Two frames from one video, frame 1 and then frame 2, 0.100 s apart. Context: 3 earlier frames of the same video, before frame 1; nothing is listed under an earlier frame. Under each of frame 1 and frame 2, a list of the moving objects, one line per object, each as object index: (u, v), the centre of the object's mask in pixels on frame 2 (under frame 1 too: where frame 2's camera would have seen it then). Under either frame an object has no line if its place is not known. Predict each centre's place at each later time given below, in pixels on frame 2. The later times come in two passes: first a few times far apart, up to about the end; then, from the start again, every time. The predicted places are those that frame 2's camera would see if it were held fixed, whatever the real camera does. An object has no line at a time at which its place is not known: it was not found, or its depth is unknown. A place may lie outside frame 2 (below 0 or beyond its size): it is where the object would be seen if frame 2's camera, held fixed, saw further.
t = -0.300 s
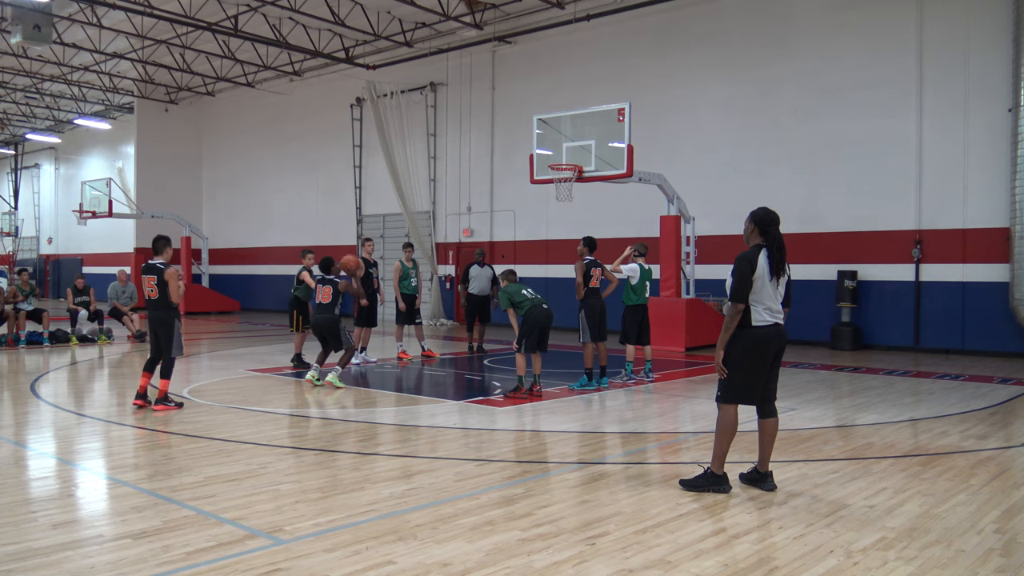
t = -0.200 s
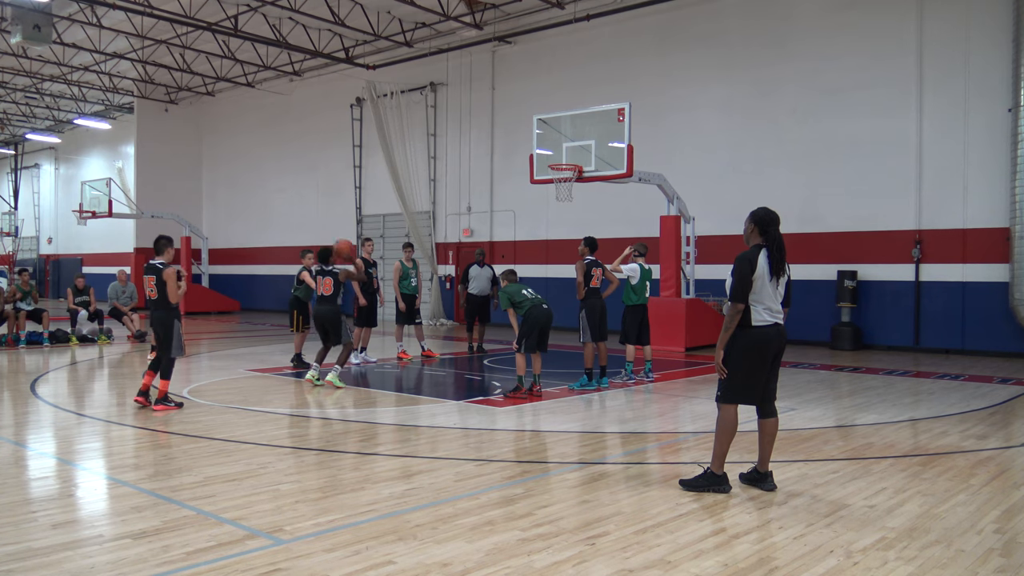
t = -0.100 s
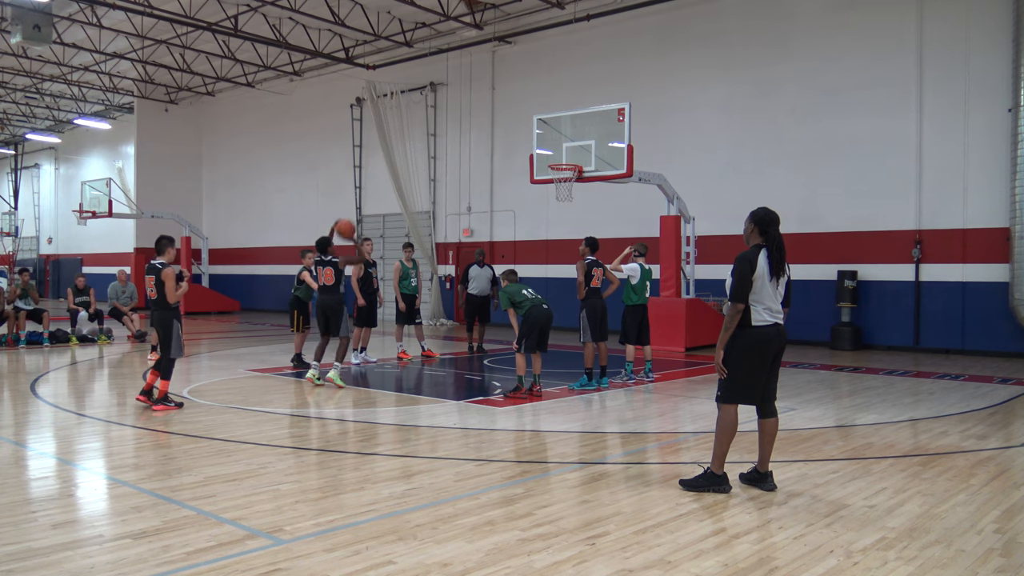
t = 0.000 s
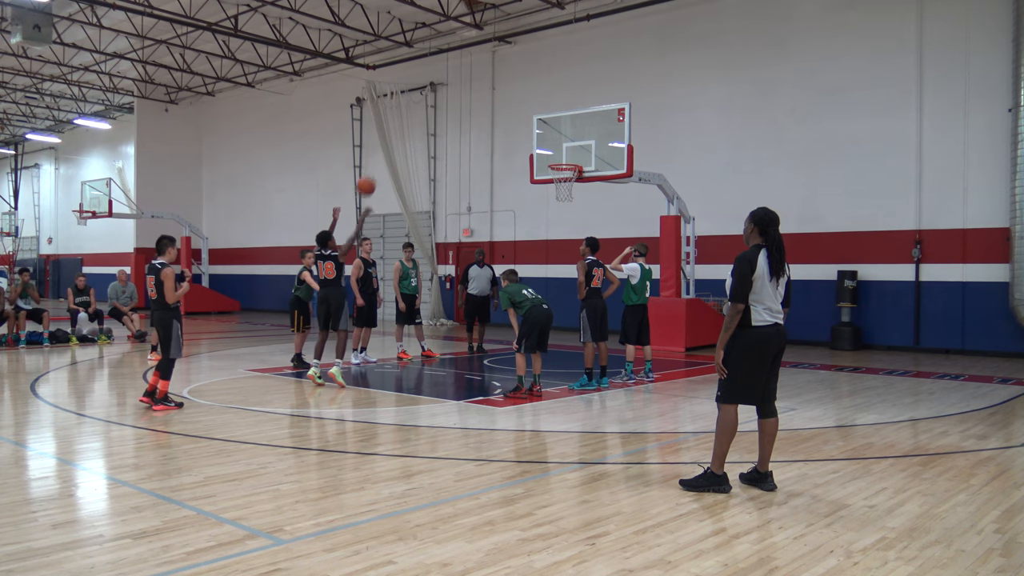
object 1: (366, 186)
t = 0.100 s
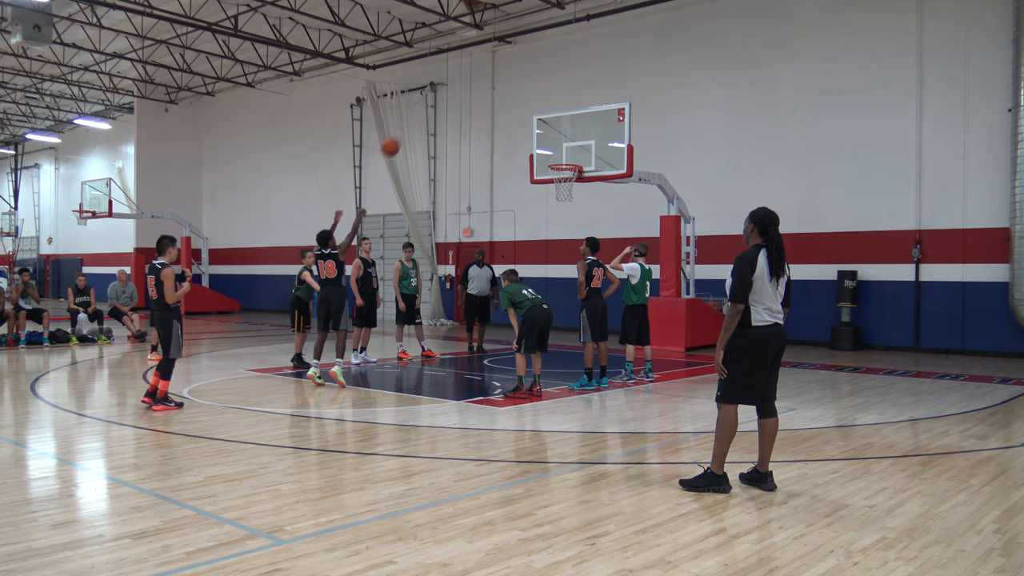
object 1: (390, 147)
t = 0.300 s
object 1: (435, 94)
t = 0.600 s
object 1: (495, 78)
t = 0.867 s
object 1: (541, 113)
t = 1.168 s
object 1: (560, 175)
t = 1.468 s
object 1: (586, 233)
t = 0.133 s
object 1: (398, 136)
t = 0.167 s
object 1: (406, 125)
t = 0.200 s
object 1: (413, 116)
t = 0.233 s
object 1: (421, 108)
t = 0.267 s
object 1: (428, 101)
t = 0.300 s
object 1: (435, 94)
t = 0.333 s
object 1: (442, 89)
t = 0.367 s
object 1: (449, 85)
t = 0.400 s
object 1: (456, 81)
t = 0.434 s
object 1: (463, 79)
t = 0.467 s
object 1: (469, 77)
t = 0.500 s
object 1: (476, 76)
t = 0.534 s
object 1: (482, 76)
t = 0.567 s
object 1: (488, 76)
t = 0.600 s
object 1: (495, 78)
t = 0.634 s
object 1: (501, 80)
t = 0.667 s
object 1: (507, 82)
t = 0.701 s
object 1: (513, 86)
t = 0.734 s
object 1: (518, 90)
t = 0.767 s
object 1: (524, 95)
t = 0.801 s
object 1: (530, 101)
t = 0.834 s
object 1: (535, 107)
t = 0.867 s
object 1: (541, 113)
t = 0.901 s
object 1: (546, 121)
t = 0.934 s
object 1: (551, 129)
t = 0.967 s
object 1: (556, 138)
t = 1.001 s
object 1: (561, 147)
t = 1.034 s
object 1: (567, 157)
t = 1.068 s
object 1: (569, 162)
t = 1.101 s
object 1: (561, 167)
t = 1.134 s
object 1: (556, 170)
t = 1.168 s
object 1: (560, 175)
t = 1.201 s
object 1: (564, 181)
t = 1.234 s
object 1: (569, 187)
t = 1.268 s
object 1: (572, 193)
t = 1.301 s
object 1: (574, 198)
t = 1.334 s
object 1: (576, 204)
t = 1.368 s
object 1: (579, 210)
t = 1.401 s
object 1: (581, 217)
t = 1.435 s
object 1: (583, 225)
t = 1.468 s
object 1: (586, 233)
